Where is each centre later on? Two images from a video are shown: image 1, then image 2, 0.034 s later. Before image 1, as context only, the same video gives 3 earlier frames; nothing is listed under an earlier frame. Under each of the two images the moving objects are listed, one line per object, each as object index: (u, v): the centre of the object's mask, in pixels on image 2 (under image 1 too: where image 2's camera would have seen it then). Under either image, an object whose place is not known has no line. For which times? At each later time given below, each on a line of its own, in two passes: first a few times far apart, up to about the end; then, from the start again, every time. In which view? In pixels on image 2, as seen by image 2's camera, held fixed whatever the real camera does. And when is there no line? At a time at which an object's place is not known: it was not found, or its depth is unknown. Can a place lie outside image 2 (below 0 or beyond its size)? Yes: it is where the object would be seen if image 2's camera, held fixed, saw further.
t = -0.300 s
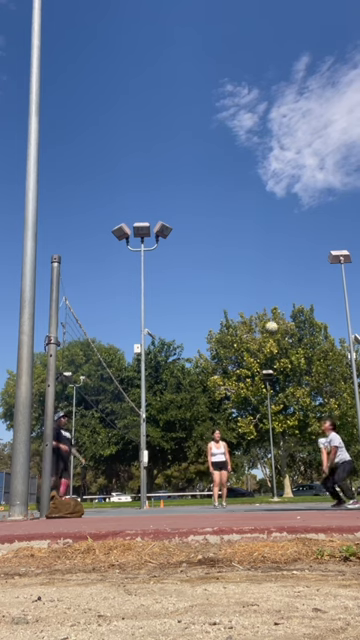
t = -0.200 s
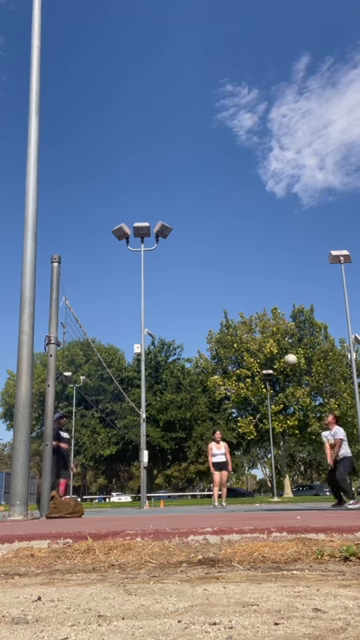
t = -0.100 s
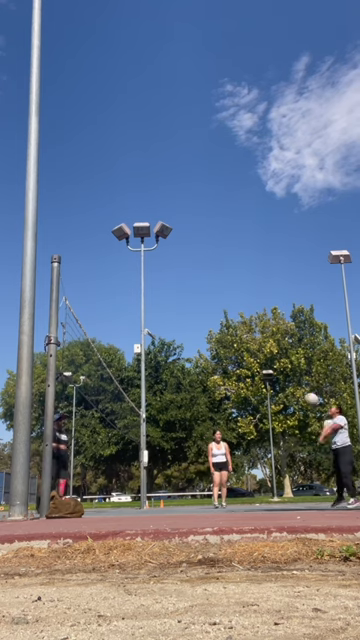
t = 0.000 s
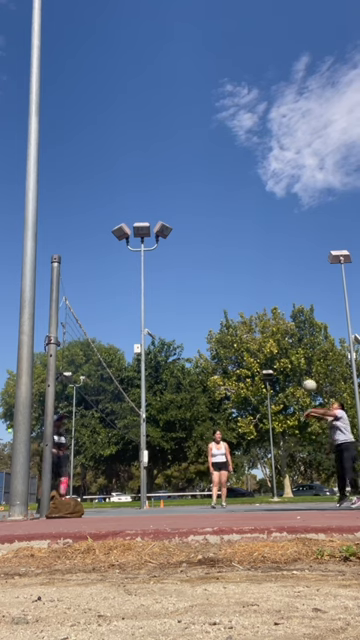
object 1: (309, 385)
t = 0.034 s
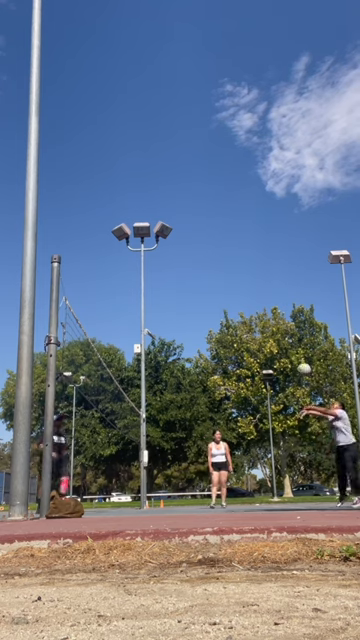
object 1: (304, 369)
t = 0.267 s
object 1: (271, 281)
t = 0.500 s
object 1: (244, 231)
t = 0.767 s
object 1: (217, 212)
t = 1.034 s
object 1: (192, 228)
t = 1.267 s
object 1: (172, 273)
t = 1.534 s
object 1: (151, 360)
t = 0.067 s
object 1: (299, 353)
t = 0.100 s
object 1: (293, 339)
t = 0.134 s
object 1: (289, 325)
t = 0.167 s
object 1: (284, 313)
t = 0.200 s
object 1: (279, 302)
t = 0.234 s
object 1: (275, 291)
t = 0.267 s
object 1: (271, 281)
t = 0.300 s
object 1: (267, 272)
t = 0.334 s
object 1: (262, 264)
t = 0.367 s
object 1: (258, 256)
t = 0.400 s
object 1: (255, 249)
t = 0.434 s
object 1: (251, 242)
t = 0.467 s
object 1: (247, 236)
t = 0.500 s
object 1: (244, 231)
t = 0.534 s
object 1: (240, 227)
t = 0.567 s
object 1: (236, 223)
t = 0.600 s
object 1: (233, 220)
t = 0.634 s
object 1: (230, 217)
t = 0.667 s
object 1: (226, 215)
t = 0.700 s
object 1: (223, 213)
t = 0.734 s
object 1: (220, 212)
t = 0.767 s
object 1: (217, 212)
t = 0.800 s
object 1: (214, 212)
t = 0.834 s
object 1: (211, 213)
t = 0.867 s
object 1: (207, 214)
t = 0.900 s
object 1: (204, 216)
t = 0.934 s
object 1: (201, 218)
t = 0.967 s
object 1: (198, 221)
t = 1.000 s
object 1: (195, 224)
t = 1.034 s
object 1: (192, 228)
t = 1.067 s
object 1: (189, 233)
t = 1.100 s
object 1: (187, 238)
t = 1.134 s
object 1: (183, 244)
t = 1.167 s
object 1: (181, 250)
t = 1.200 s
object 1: (178, 257)
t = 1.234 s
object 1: (175, 265)
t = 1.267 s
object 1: (172, 273)
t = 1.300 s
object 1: (170, 281)
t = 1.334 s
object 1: (167, 291)
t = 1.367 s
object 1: (165, 301)
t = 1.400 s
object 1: (162, 311)
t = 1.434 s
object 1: (159, 322)
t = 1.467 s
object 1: (157, 333)
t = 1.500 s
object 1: (154, 346)
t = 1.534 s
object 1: (151, 360)
